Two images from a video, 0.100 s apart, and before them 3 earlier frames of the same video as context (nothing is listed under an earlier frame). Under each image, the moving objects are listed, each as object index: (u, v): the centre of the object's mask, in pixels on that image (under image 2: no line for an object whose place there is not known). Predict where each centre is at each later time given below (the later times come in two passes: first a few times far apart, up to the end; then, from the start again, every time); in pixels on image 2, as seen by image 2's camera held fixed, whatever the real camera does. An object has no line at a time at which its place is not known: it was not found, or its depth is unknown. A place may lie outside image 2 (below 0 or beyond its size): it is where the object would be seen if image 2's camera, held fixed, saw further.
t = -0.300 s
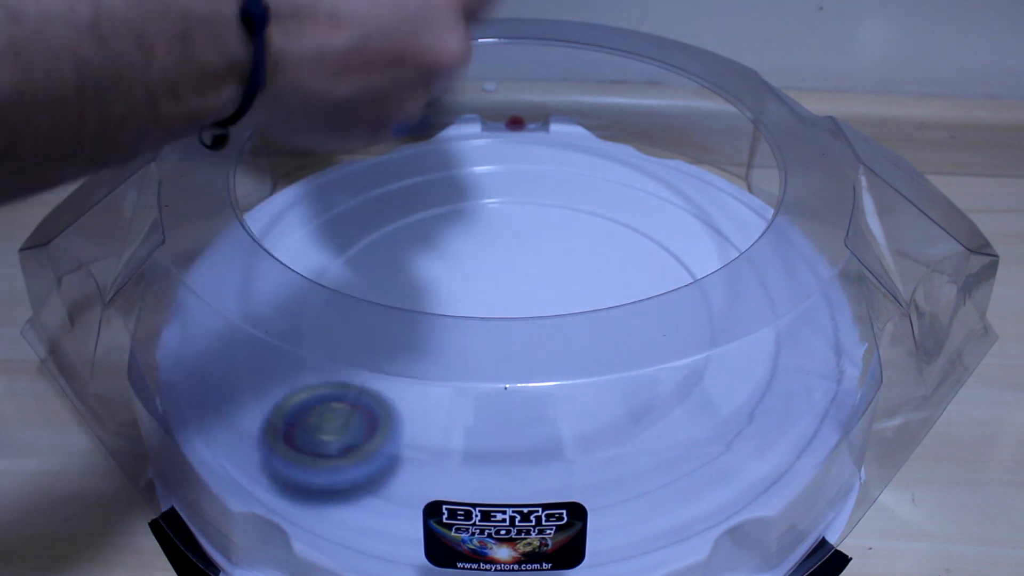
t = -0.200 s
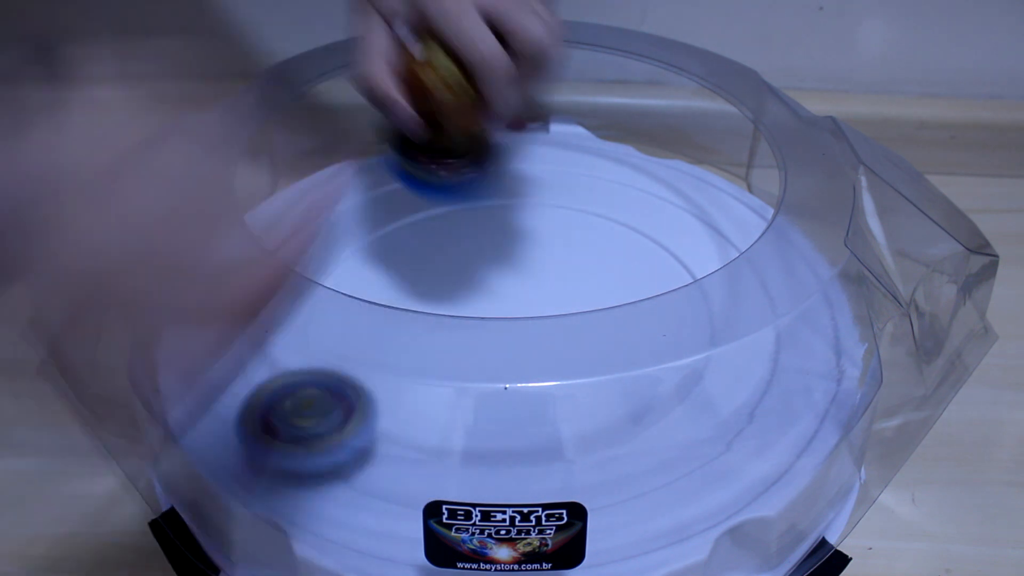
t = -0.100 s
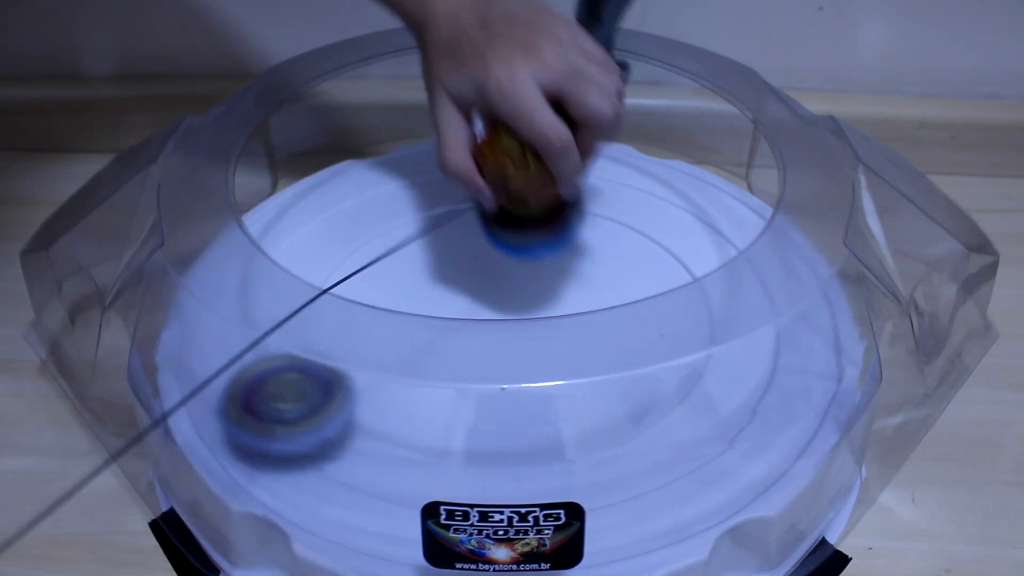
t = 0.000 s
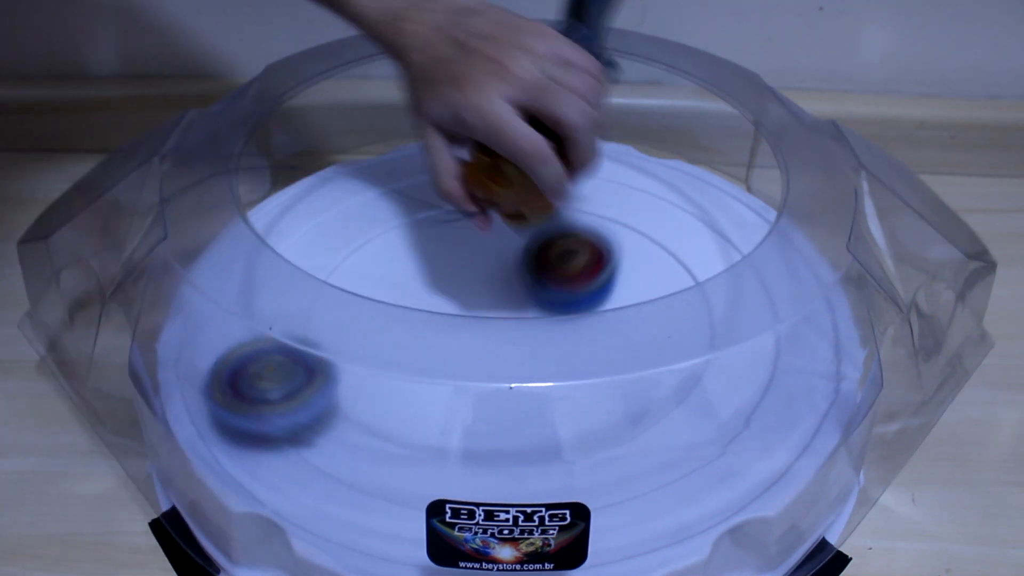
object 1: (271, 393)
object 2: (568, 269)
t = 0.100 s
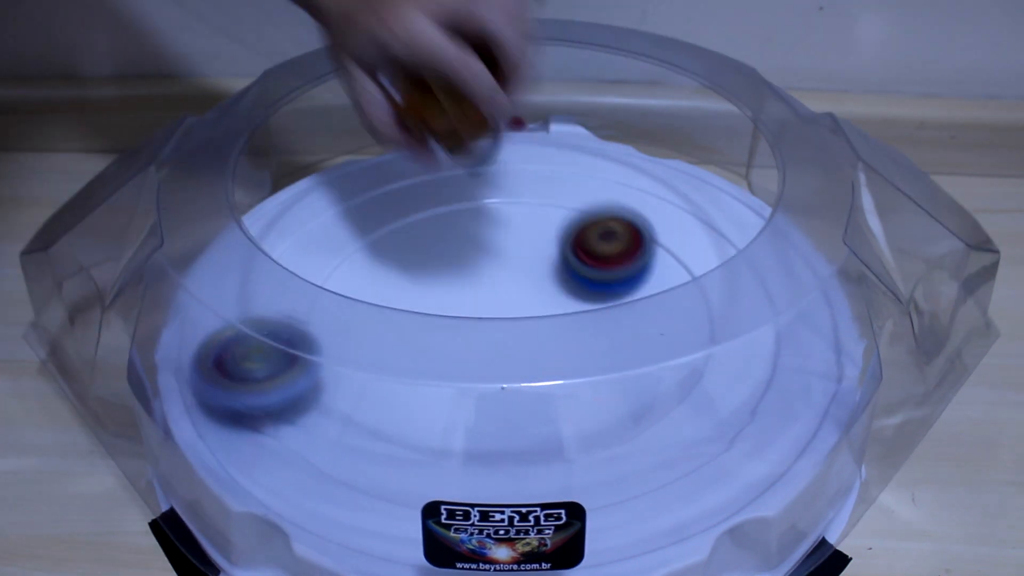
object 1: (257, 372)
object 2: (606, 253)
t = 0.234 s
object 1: (247, 346)
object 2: (607, 249)
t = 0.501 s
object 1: (252, 304)
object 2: (532, 291)
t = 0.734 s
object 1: (319, 328)
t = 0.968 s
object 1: (512, 356)
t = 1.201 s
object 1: (528, 253)
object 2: (632, 236)
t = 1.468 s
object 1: (334, 258)
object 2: (465, 307)
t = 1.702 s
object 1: (406, 384)
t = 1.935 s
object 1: (550, 316)
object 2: (762, 452)
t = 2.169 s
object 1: (484, 224)
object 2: (781, 416)
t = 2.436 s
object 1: (346, 260)
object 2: (695, 410)
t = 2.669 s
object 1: (473, 357)
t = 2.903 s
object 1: (551, 306)
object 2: (545, 210)
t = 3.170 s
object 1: (477, 228)
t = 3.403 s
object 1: (416, 313)
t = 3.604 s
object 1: (535, 357)
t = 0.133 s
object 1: (254, 365)
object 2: (612, 245)
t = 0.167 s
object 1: (251, 358)
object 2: (614, 246)
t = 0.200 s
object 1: (249, 352)
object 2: (612, 248)
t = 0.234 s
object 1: (247, 346)
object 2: (607, 249)
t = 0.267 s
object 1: (244, 339)
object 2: (600, 250)
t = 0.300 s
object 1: (242, 332)
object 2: (590, 250)
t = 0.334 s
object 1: (242, 325)
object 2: (580, 251)
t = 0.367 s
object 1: (244, 318)
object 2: (569, 252)
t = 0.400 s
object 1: (245, 312)
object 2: (558, 255)
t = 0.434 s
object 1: (246, 308)
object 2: (547, 264)
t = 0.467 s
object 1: (249, 305)
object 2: (538, 275)
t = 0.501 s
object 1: (252, 304)
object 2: (532, 291)
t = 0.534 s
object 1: (257, 304)
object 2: (530, 306)
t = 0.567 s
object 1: (262, 306)
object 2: (531, 326)
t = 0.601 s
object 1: (269, 309)
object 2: (534, 337)
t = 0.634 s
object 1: (278, 313)
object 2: (540, 349)
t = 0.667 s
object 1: (290, 317)
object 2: (548, 360)
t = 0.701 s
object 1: (304, 321)
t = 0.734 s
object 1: (319, 328)
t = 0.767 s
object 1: (342, 336)
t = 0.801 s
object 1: (367, 346)
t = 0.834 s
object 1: (397, 357)
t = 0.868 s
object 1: (431, 367)
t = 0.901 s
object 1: (464, 369)
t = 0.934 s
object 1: (496, 366)
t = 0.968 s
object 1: (512, 356)
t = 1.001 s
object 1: (527, 342)
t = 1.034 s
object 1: (539, 329)
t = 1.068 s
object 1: (546, 312)
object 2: (697, 286)
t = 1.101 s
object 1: (548, 296)
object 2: (694, 270)
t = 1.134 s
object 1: (545, 279)
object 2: (683, 249)
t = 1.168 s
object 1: (538, 267)
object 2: (661, 245)
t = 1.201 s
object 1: (528, 253)
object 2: (632, 236)
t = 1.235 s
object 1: (502, 242)
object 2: (614, 229)
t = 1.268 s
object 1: (470, 231)
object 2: (602, 225)
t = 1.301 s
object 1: (440, 224)
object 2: (584, 227)
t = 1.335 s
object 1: (412, 222)
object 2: (561, 234)
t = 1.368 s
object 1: (386, 224)
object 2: (535, 246)
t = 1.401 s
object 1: (361, 230)
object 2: (510, 263)
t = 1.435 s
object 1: (340, 242)
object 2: (487, 281)
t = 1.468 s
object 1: (334, 258)
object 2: (465, 307)
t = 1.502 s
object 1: (326, 288)
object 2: (450, 330)
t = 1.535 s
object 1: (331, 313)
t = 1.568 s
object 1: (341, 331)
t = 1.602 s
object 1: (349, 341)
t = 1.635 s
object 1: (360, 365)
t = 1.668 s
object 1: (377, 375)
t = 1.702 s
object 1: (406, 384)
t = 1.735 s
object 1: (436, 388)
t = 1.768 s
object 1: (463, 386)
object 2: (621, 441)
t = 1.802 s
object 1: (493, 378)
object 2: (657, 449)
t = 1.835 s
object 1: (514, 367)
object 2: (685, 448)
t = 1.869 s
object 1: (531, 352)
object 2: (712, 449)
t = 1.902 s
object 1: (544, 335)
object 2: (737, 450)
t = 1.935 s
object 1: (550, 316)
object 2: (762, 452)
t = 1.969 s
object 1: (553, 298)
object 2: (768, 443)
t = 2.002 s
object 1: (552, 278)
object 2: (768, 432)
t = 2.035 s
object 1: (545, 266)
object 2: (771, 424)
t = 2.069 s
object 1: (534, 254)
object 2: (776, 419)
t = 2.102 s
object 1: (520, 242)
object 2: (782, 416)
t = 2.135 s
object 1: (503, 232)
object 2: (786, 415)
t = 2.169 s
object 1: (484, 224)
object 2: (781, 416)
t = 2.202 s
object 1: (464, 217)
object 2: (774, 415)
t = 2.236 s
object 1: (441, 213)
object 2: (766, 415)
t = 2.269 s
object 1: (419, 211)
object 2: (756, 414)
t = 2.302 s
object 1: (397, 212)
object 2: (746, 413)
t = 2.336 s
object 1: (374, 216)
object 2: (734, 413)
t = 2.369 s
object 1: (360, 231)
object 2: (723, 412)
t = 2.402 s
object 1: (349, 246)
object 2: (709, 409)
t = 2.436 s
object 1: (346, 260)
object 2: (695, 410)
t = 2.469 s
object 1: (346, 284)
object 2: (681, 398)
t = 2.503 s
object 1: (355, 304)
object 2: (666, 389)
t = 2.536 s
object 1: (373, 321)
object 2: (651, 385)
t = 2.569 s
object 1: (399, 337)
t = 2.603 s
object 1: (426, 350)
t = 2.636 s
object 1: (454, 356)
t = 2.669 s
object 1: (473, 357)
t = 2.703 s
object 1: (474, 355)
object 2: (609, 309)
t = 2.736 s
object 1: (480, 352)
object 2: (616, 286)
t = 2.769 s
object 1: (494, 348)
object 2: (615, 264)
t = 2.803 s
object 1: (512, 340)
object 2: (607, 246)
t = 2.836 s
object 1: (529, 332)
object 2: (591, 230)
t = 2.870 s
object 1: (542, 318)
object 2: (571, 218)
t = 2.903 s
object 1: (551, 306)
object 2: (545, 210)
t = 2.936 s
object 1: (557, 291)
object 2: (516, 207)
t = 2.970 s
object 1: (557, 274)
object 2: (486, 208)
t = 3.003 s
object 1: (552, 262)
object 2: (455, 213)
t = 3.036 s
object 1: (544, 251)
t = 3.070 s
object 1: (531, 240)
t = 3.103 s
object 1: (515, 233)
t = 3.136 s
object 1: (496, 229)
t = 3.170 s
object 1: (477, 228)
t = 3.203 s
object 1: (458, 231)
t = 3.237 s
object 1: (439, 239)
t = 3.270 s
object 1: (425, 251)
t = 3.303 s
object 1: (414, 264)
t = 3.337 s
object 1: (408, 279)
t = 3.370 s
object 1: (409, 297)
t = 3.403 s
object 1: (416, 313)
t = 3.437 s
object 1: (428, 327)
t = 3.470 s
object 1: (444, 341)
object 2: (641, 393)
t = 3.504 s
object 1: (464, 350)
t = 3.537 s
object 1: (487, 356)
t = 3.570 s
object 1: (511, 358)
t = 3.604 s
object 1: (535, 357)
